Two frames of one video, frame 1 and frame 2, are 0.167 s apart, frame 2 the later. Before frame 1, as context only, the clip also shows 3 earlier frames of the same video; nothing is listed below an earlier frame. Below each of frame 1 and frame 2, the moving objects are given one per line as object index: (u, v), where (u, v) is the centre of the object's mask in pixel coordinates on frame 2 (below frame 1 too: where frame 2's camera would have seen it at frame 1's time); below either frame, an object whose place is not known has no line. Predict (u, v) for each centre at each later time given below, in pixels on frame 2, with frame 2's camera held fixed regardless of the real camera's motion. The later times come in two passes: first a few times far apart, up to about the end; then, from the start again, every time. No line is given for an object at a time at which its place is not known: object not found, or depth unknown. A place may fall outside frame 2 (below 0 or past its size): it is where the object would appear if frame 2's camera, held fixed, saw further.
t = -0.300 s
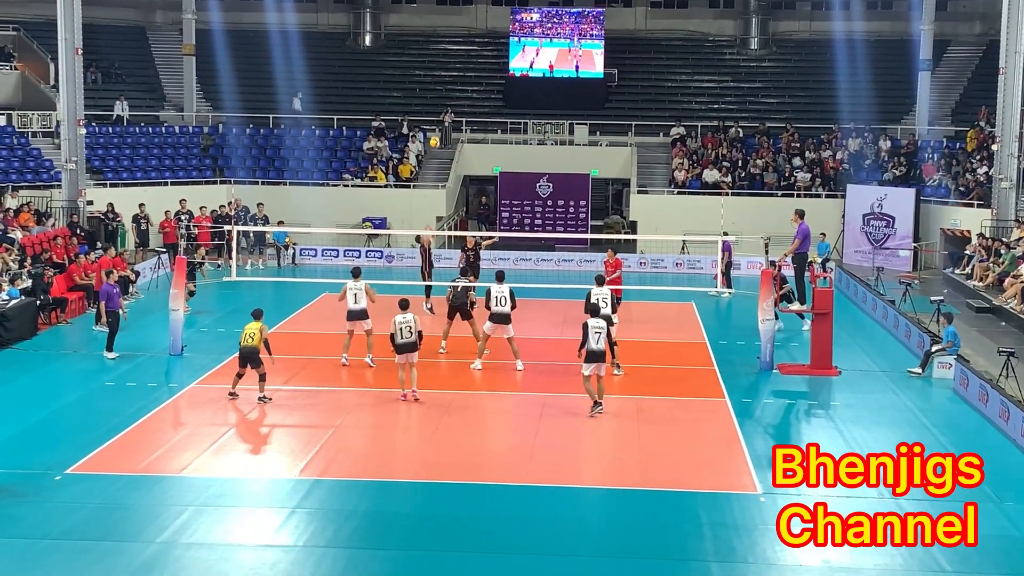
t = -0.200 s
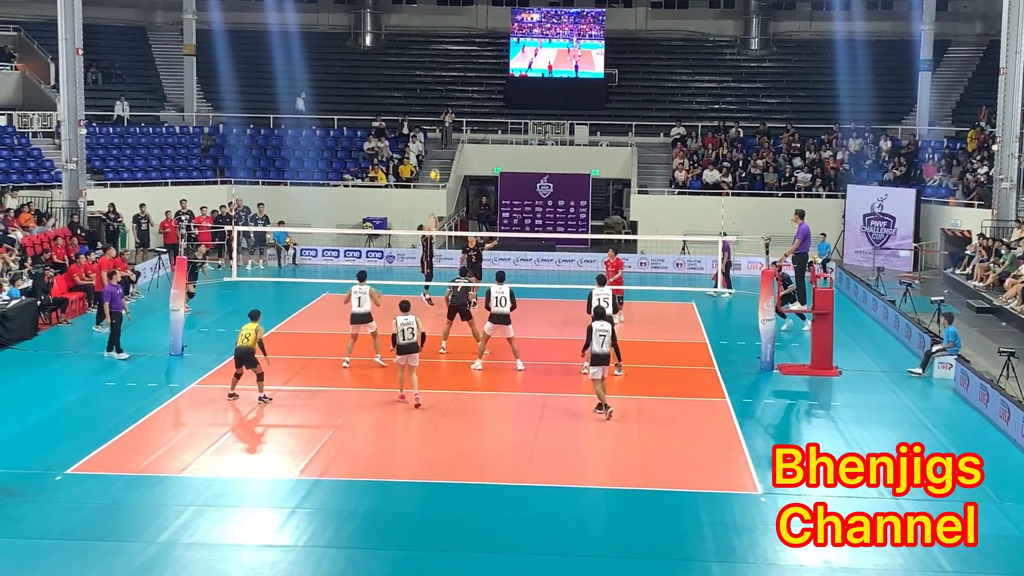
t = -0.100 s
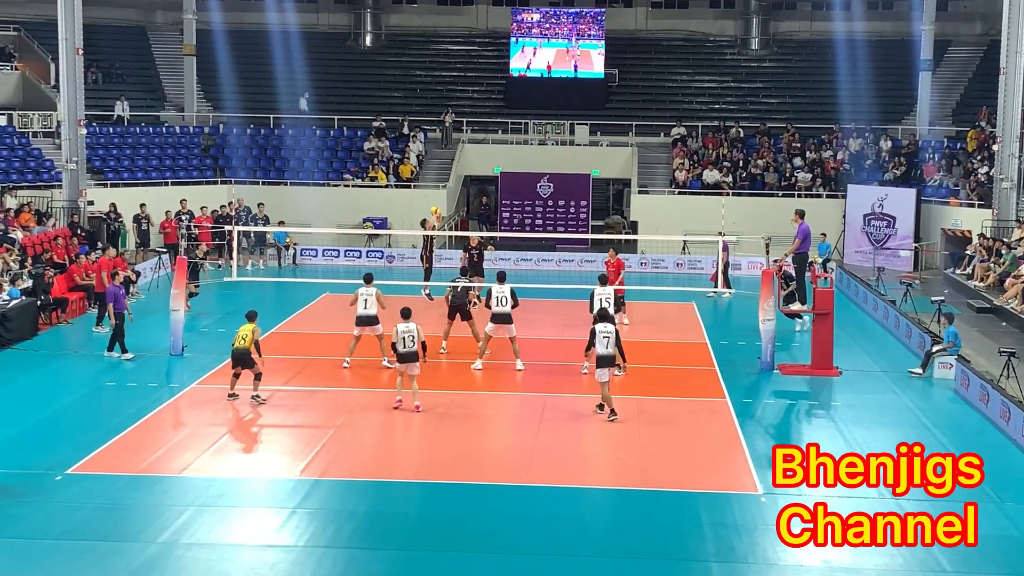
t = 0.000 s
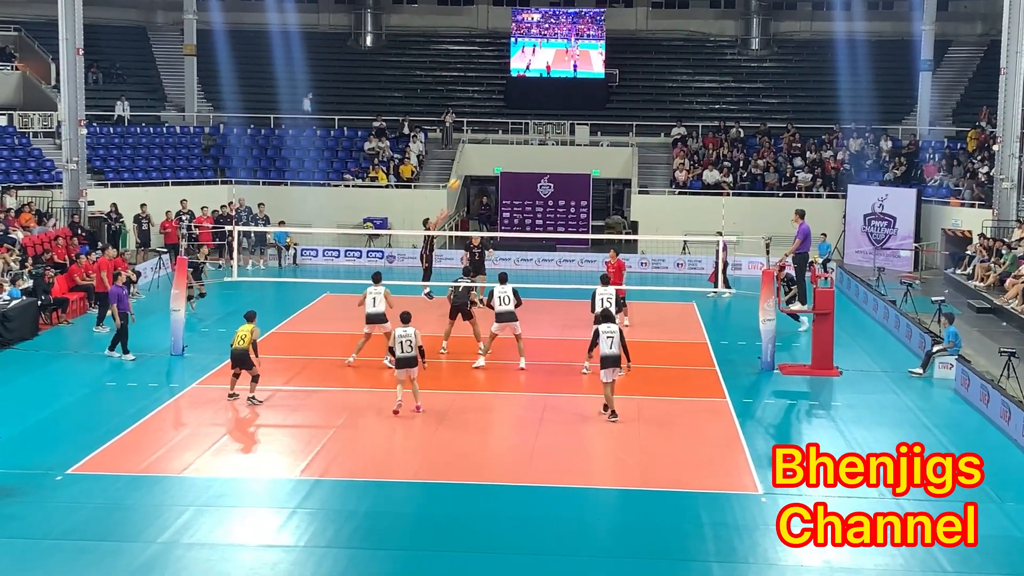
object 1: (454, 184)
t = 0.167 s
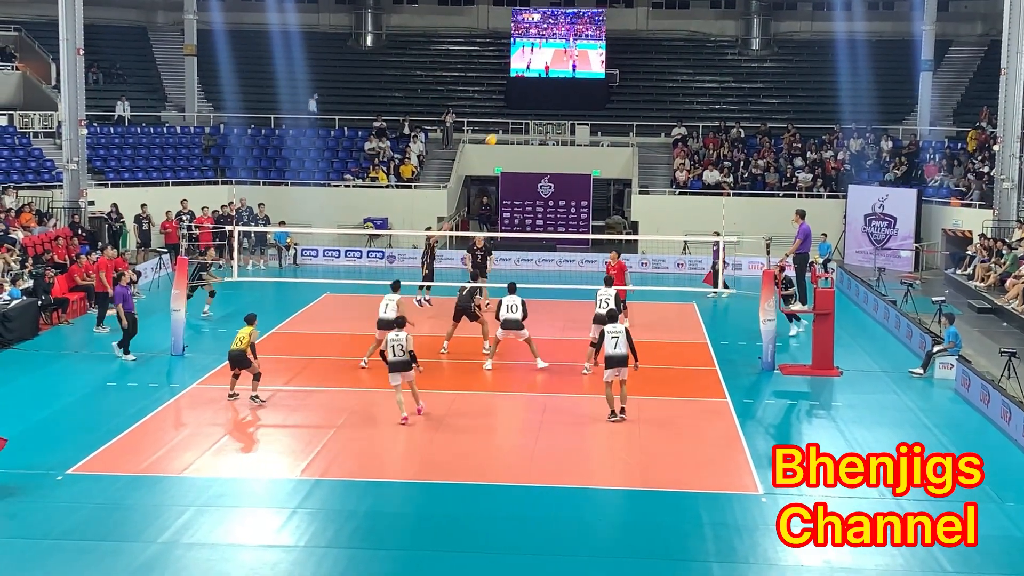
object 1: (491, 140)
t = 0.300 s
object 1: (521, 114)
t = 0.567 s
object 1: (579, 87)
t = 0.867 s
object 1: (643, 96)
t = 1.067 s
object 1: (684, 125)
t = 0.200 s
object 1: (499, 132)
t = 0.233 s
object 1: (506, 126)
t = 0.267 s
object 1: (513, 120)
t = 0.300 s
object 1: (521, 114)
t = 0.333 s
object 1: (528, 109)
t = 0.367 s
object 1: (536, 105)
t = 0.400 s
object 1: (543, 100)
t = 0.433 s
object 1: (550, 97)
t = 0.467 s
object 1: (557, 93)
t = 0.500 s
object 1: (565, 91)
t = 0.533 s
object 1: (572, 88)
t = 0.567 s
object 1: (579, 87)
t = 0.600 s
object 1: (586, 86)
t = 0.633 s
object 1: (594, 85)
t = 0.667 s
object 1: (601, 85)
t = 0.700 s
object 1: (608, 85)
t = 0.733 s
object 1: (615, 86)
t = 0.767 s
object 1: (622, 88)
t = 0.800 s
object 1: (629, 90)
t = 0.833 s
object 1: (636, 92)
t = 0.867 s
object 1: (643, 96)
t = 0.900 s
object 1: (650, 99)
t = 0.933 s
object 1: (657, 104)
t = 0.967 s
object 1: (664, 109)
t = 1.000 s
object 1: (671, 114)
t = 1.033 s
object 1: (677, 120)
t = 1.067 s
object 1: (684, 125)
